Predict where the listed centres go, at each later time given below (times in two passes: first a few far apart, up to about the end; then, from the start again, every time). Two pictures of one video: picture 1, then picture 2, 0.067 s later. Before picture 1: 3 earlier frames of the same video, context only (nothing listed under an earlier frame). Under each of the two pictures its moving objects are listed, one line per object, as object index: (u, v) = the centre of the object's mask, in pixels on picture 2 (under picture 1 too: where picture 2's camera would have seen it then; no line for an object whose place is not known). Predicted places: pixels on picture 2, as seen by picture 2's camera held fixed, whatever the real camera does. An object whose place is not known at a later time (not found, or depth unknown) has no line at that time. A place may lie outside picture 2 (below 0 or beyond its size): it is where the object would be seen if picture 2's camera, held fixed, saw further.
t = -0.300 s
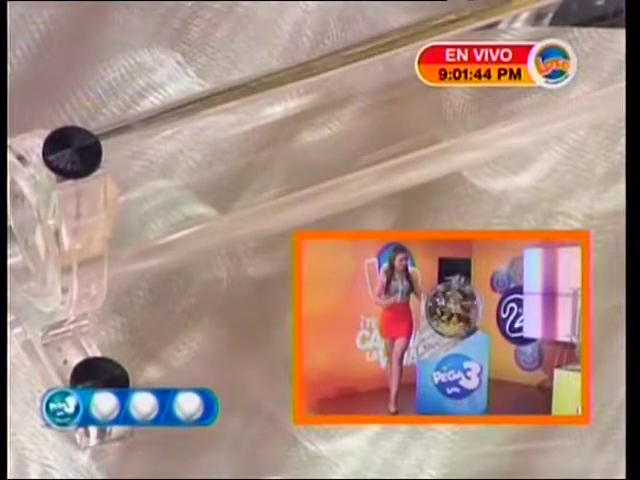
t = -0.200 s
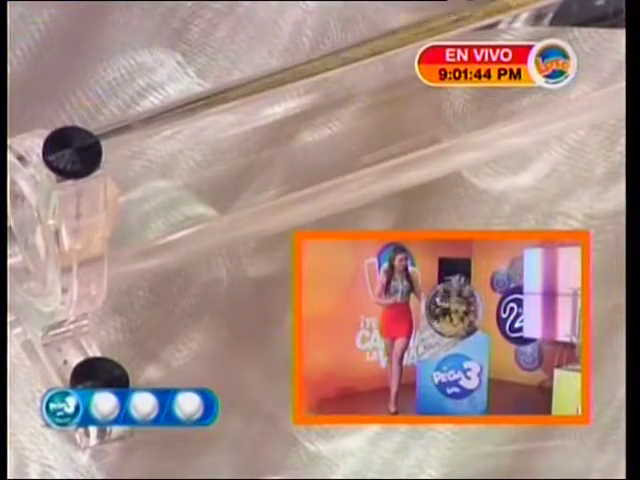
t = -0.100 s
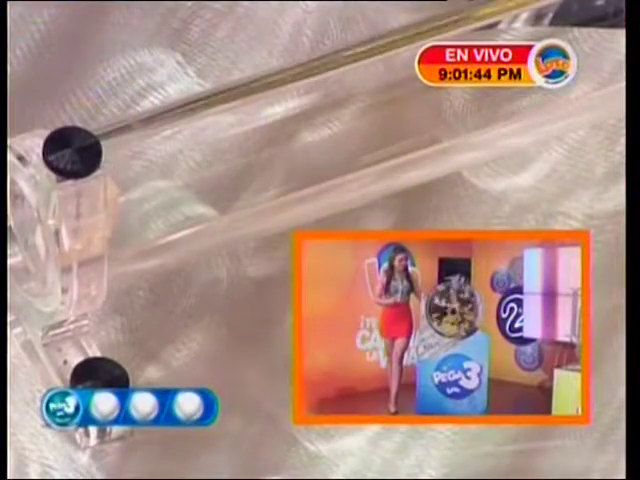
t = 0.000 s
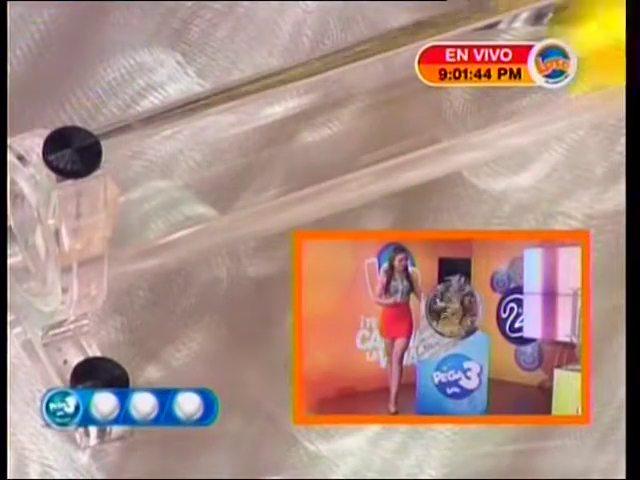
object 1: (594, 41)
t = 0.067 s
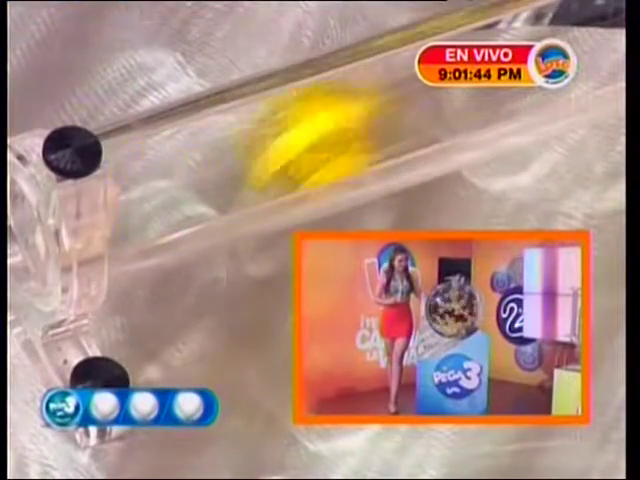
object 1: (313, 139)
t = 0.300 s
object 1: (249, 156)
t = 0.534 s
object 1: (153, 191)
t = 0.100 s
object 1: (166, 187)
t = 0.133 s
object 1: (181, 179)
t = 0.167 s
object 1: (219, 167)
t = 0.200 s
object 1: (240, 159)
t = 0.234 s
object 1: (255, 157)
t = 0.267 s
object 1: (256, 157)
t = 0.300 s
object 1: (249, 156)
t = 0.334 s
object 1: (236, 164)
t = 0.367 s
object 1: (211, 172)
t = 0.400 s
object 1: (182, 182)
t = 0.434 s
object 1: (157, 191)
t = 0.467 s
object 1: (154, 190)
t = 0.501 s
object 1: (155, 191)
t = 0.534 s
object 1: (153, 191)
